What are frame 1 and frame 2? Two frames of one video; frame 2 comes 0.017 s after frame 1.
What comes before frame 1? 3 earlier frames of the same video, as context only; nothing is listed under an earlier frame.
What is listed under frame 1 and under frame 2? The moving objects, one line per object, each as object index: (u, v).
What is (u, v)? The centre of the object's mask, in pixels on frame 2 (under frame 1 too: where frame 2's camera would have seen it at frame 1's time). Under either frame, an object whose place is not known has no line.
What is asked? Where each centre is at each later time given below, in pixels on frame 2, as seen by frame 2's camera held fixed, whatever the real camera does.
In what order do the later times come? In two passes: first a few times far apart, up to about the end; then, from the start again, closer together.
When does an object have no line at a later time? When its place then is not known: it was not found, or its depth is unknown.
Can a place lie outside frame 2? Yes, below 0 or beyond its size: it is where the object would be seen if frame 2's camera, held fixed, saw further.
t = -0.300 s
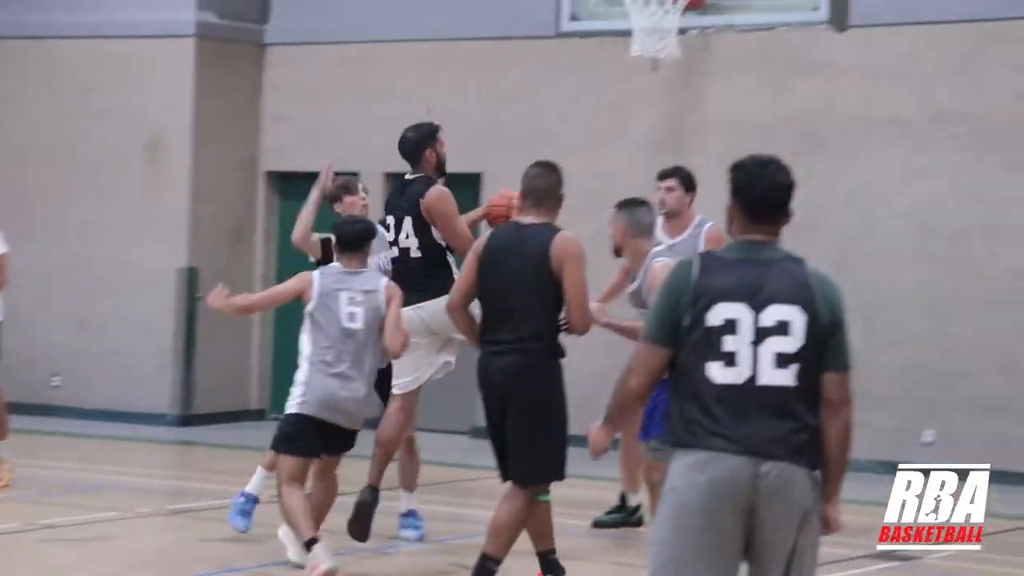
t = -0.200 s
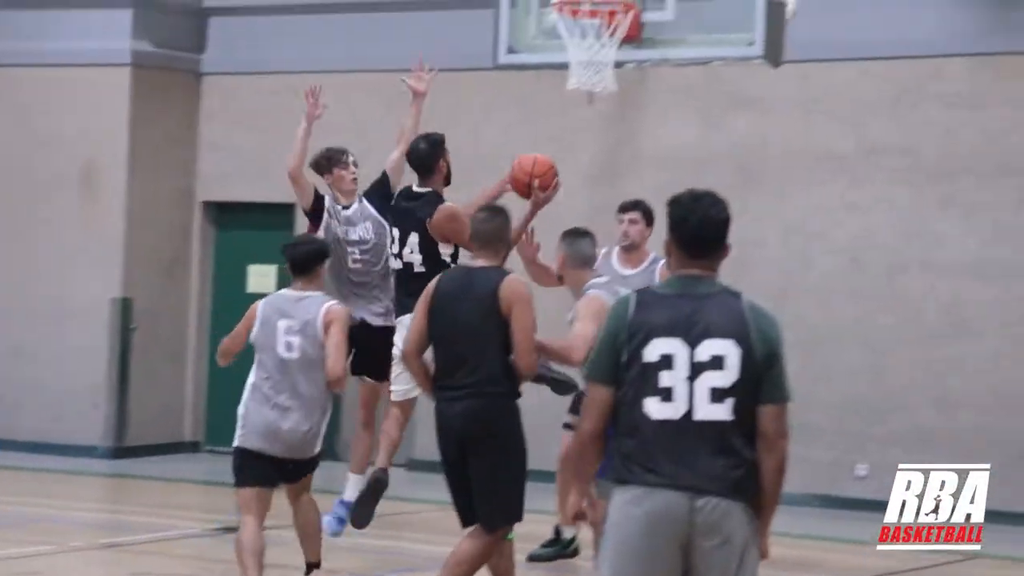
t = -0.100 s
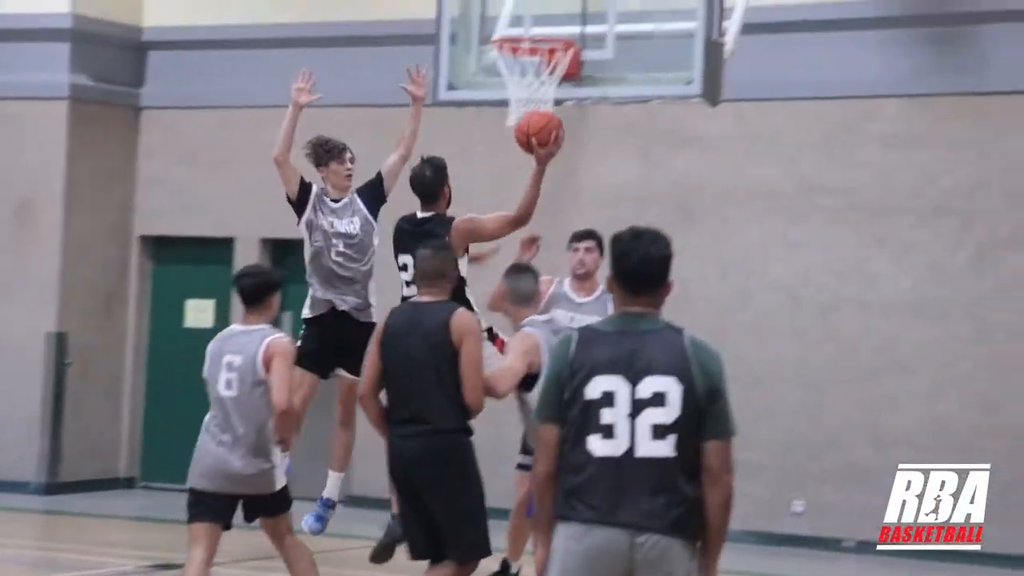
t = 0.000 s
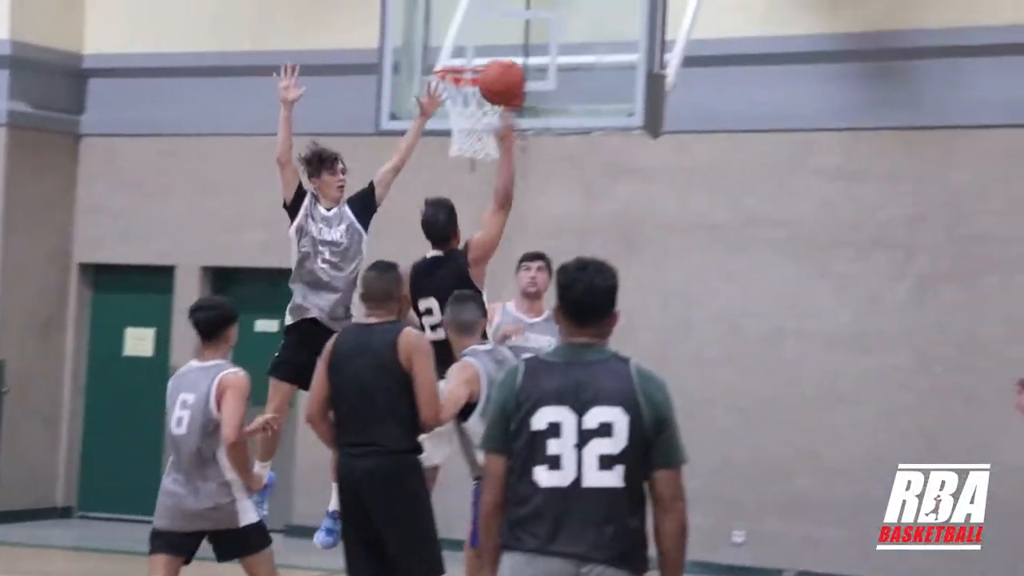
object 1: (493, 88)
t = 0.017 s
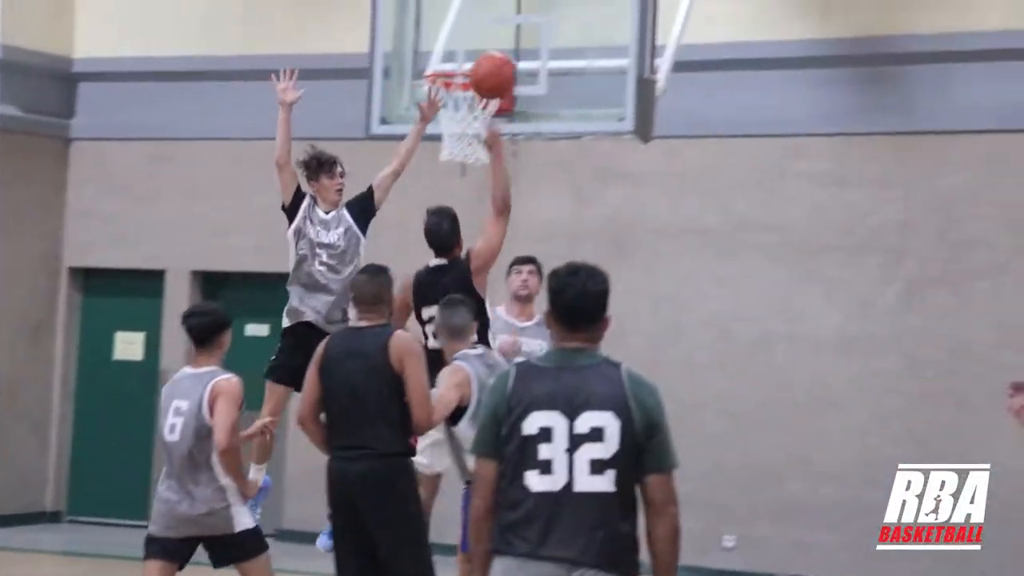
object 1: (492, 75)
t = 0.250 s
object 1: (498, -13)
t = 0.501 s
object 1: (496, 10)
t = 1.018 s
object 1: (470, 55)
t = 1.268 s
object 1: (444, 128)
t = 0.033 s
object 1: (493, 65)
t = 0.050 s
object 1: (494, 55)
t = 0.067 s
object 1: (494, 46)
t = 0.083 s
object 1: (495, 37)
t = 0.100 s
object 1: (495, 30)
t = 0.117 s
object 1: (496, 23)
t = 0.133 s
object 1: (496, 16)
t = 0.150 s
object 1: (496, 10)
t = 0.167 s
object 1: (497, 5)
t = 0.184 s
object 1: (497, 0)
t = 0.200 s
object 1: (498, -3)
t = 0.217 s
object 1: (498, -7)
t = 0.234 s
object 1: (498, -10)
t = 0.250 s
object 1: (498, -13)
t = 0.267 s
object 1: (498, -15)
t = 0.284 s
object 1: (498, -17)
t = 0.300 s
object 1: (498, -17)
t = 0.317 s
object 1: (498, -18)
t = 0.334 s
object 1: (498, -17)
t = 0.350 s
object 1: (497, -17)
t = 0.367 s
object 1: (497, -16)
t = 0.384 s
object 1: (497, -14)
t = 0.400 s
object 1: (497, -12)
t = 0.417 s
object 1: (497, -10)
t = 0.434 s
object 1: (497, -7)
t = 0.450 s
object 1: (496, -3)
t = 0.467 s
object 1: (496, 1)
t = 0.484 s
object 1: (496, 5)
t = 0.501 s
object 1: (496, 10)
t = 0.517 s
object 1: (496, 15)
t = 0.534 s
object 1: (496, 21)
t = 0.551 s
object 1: (496, 27)
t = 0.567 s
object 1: (496, 34)
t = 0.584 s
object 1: (496, 40)
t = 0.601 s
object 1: (495, 48)
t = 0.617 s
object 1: (495, 56)
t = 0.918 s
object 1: (487, 44)
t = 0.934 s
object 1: (484, 46)
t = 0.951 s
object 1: (482, 47)
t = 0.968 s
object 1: (479, 49)
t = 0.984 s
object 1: (476, 51)
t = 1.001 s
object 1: (473, 53)
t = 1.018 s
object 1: (470, 55)
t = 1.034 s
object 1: (468, 57)
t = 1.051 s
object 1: (465, 59)
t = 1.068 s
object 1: (462, 61)
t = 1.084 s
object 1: (458, 64)
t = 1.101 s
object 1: (456, 79)
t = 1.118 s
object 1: (452, 85)
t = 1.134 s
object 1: (452, 91)
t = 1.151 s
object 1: (451, 93)
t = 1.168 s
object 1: (448, 98)
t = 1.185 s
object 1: (446, 104)
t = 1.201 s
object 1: (445, 109)
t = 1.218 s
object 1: (444, 117)
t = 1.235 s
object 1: (444, 121)
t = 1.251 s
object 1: (443, 125)
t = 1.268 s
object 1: (444, 128)
